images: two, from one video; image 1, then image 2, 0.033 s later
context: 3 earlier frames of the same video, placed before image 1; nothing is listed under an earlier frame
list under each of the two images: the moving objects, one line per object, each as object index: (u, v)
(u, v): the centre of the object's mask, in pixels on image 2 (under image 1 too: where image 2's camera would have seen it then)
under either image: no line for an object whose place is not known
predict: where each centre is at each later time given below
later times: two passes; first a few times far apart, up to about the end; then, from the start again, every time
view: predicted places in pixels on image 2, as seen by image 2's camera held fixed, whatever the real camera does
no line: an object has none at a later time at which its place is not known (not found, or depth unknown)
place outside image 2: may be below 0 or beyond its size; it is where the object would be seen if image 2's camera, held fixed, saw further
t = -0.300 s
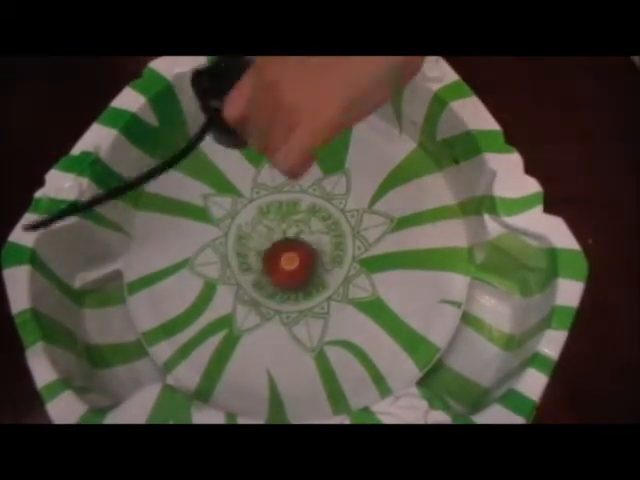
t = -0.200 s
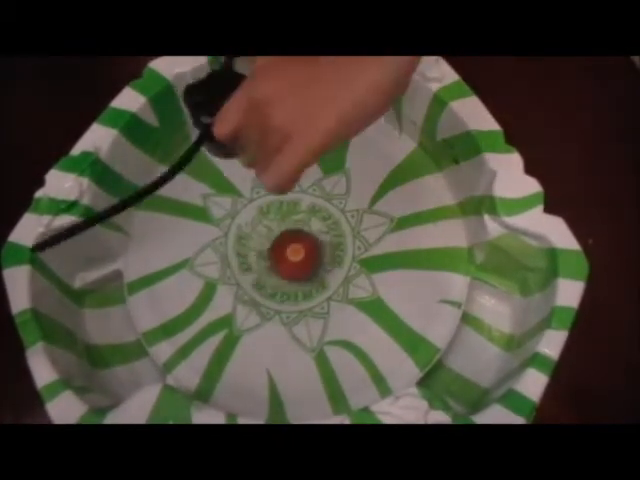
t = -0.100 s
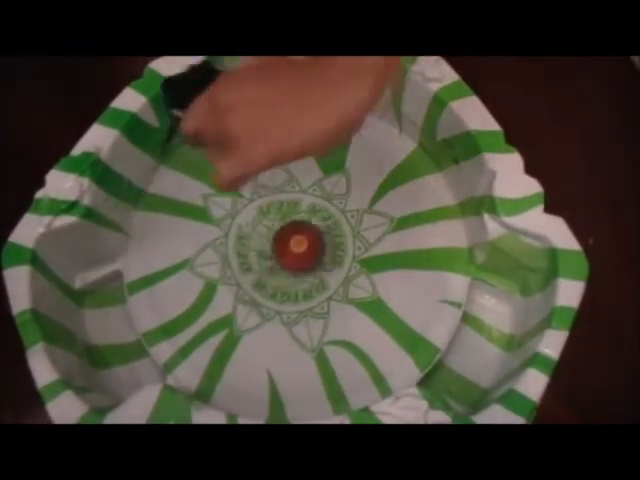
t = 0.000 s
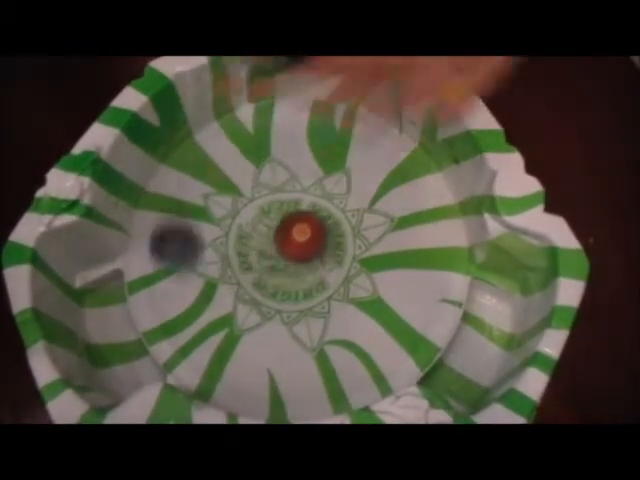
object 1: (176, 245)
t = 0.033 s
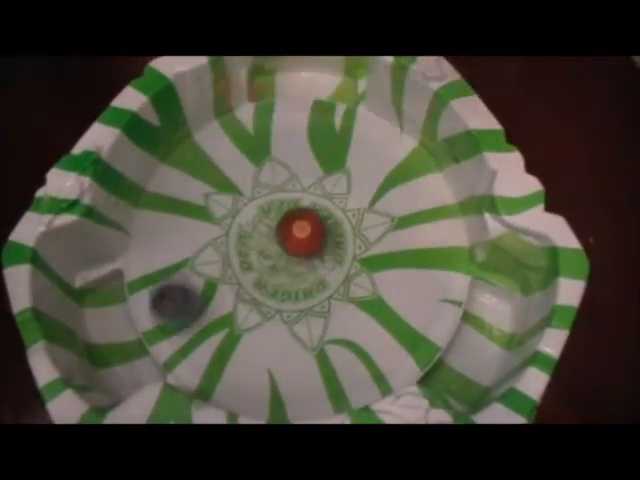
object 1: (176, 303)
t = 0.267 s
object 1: (196, 314)
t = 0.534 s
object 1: (251, 280)
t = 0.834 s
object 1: (297, 277)
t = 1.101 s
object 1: (308, 274)
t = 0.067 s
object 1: (170, 322)
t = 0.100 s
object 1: (166, 336)
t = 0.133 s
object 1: (166, 352)
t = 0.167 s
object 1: (170, 343)
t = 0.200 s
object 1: (179, 333)
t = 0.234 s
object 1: (187, 323)
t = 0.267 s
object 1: (196, 314)
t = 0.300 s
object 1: (206, 305)
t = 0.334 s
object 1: (213, 297)
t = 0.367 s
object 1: (221, 290)
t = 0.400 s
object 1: (225, 286)
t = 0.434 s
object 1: (229, 283)
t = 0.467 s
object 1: (234, 282)
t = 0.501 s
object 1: (242, 280)
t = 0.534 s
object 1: (251, 280)
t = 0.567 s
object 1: (260, 279)
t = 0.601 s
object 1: (269, 278)
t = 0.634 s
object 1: (276, 278)
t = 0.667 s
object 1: (282, 277)
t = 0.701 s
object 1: (286, 277)
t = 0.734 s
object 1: (290, 279)
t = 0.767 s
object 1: (293, 280)
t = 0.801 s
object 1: (296, 279)
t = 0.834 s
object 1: (297, 277)
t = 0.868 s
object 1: (298, 275)
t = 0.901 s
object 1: (300, 273)
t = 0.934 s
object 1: (300, 271)
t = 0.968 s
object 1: (303, 273)
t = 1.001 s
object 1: (305, 275)
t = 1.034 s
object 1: (307, 276)
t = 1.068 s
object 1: (307, 275)
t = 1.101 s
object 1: (308, 274)
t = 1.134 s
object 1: (309, 272)
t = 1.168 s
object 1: (309, 269)
